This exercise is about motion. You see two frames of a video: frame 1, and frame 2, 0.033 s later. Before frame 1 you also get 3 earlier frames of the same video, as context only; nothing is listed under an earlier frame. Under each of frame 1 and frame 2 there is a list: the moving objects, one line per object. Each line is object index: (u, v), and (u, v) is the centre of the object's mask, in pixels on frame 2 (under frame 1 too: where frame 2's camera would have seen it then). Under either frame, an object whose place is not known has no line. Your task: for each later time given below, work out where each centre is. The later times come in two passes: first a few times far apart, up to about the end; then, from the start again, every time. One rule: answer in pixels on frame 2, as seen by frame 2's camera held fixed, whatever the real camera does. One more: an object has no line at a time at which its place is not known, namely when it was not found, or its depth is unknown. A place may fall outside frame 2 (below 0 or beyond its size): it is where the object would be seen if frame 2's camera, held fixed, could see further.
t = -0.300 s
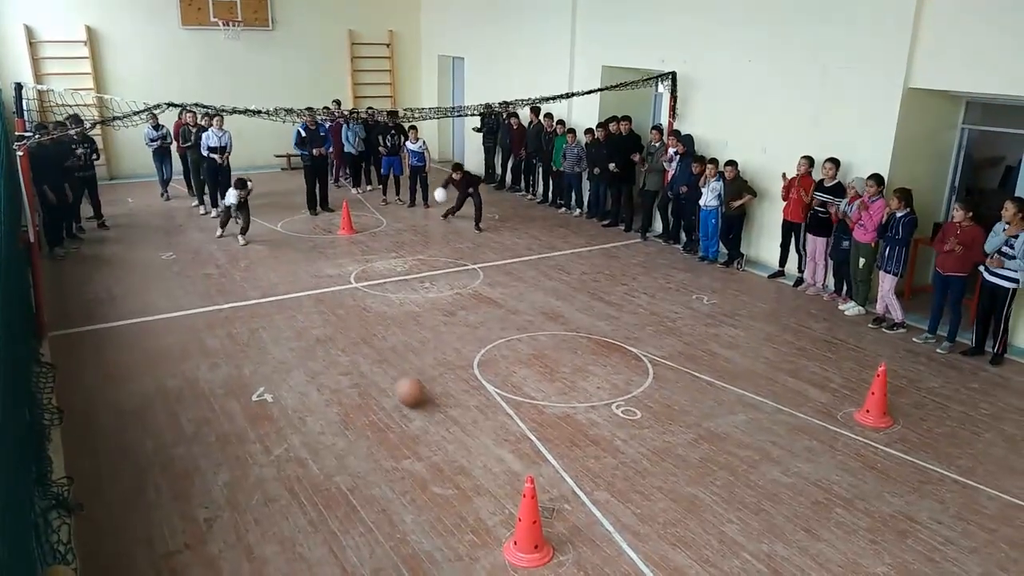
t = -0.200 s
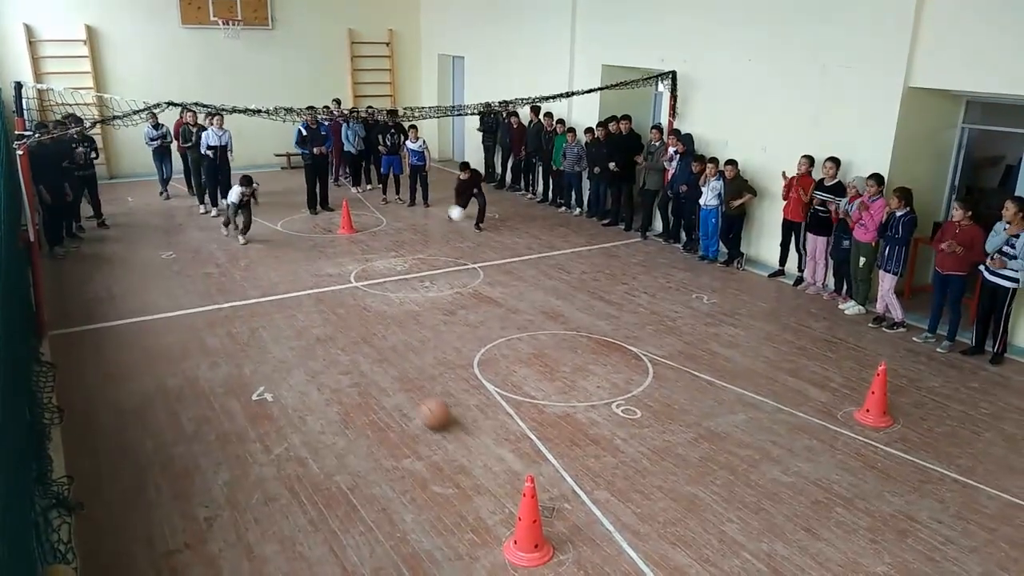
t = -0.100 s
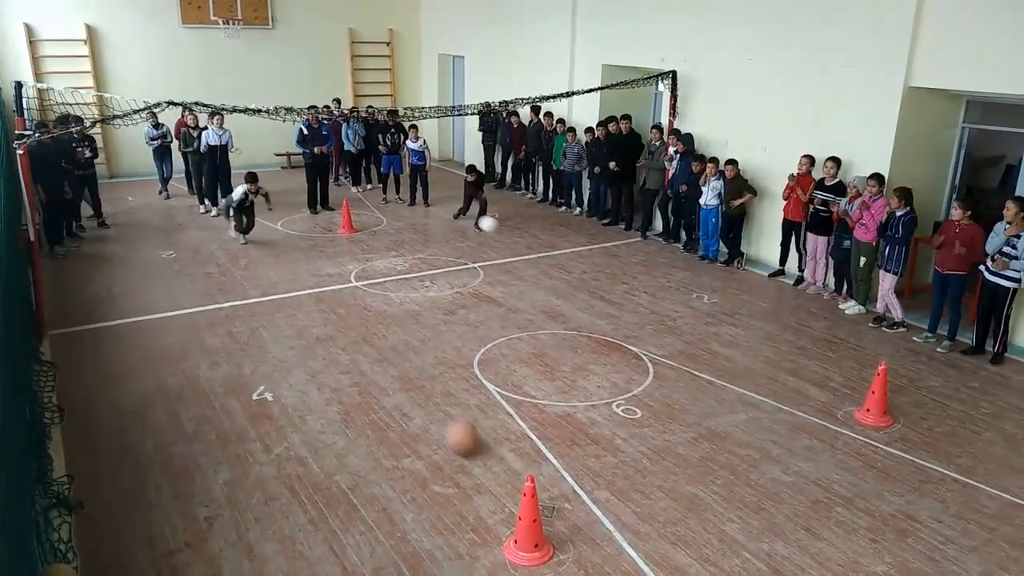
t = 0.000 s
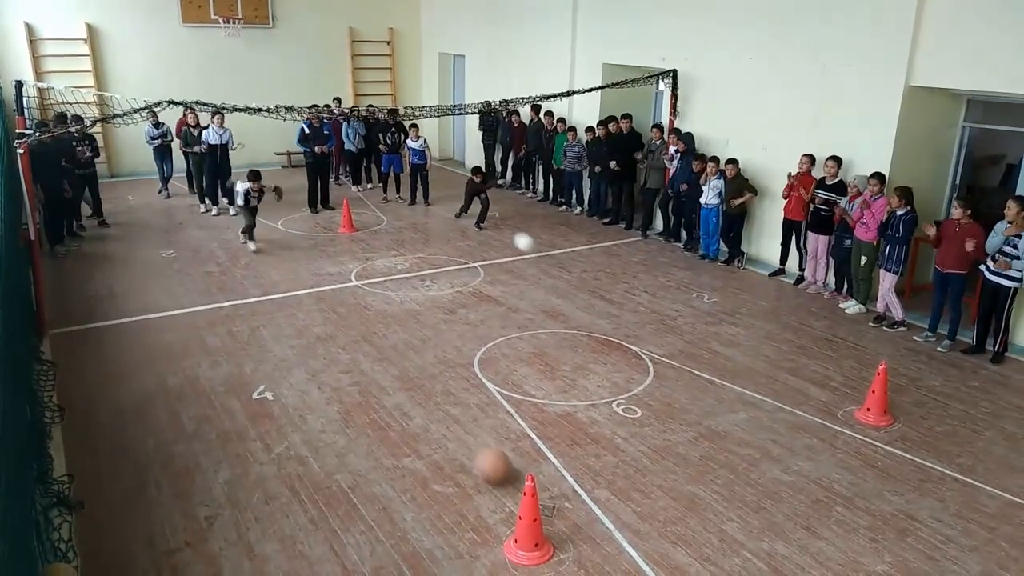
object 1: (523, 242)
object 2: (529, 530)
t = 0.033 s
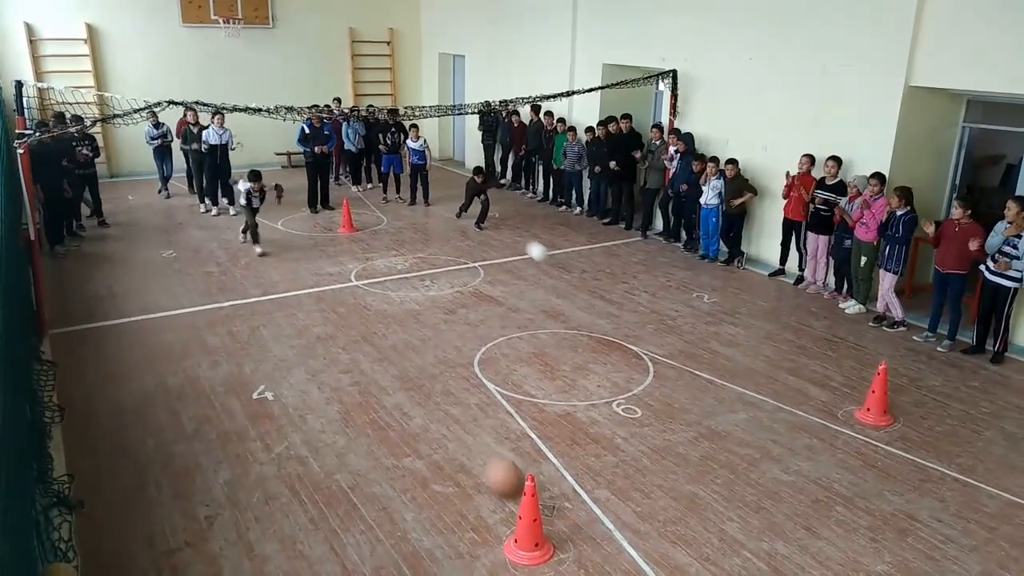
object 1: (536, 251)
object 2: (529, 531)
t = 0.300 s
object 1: (640, 301)
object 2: (520, 550)
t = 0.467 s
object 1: (718, 354)
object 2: (514, 557)
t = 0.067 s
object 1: (550, 261)
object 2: (529, 531)
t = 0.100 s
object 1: (564, 272)
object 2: (528, 531)
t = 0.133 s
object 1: (578, 280)
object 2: (528, 531)
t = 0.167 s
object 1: (590, 283)
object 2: (527, 535)
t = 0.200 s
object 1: (601, 286)
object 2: (525, 542)
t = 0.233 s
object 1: (614, 290)
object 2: (523, 547)
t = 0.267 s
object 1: (626, 294)
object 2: (521, 549)
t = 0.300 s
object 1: (640, 301)
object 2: (520, 550)
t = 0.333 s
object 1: (654, 309)
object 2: (518, 551)
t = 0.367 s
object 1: (669, 319)
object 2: (517, 552)
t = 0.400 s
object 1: (685, 329)
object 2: (516, 554)
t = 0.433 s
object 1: (701, 342)
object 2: (515, 555)
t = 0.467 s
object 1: (718, 354)
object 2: (514, 557)
